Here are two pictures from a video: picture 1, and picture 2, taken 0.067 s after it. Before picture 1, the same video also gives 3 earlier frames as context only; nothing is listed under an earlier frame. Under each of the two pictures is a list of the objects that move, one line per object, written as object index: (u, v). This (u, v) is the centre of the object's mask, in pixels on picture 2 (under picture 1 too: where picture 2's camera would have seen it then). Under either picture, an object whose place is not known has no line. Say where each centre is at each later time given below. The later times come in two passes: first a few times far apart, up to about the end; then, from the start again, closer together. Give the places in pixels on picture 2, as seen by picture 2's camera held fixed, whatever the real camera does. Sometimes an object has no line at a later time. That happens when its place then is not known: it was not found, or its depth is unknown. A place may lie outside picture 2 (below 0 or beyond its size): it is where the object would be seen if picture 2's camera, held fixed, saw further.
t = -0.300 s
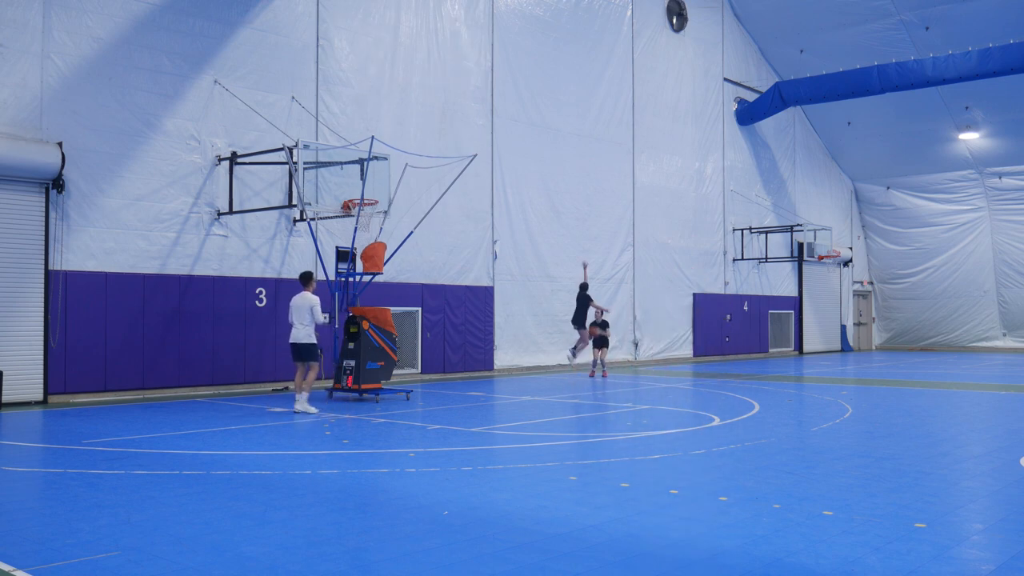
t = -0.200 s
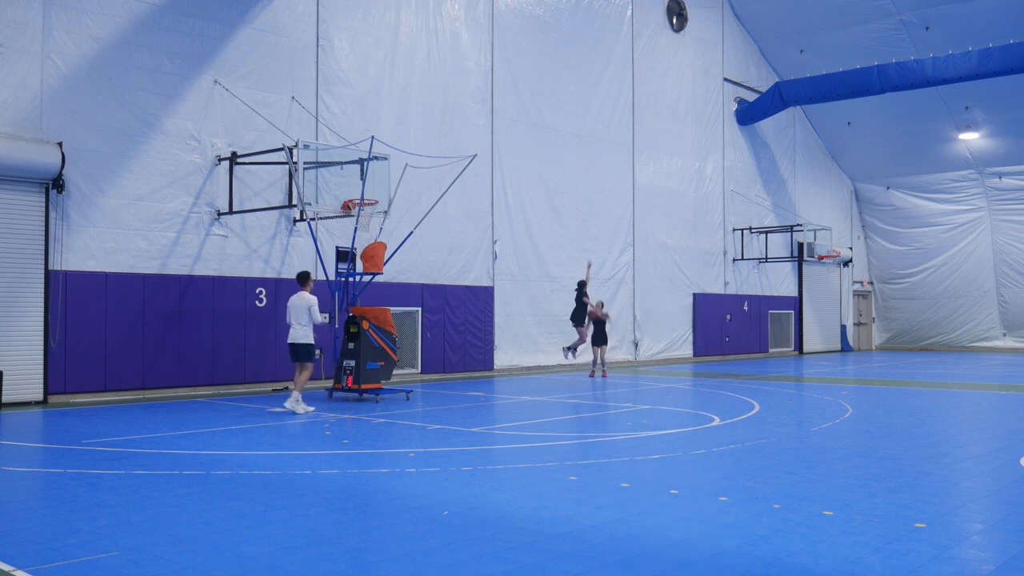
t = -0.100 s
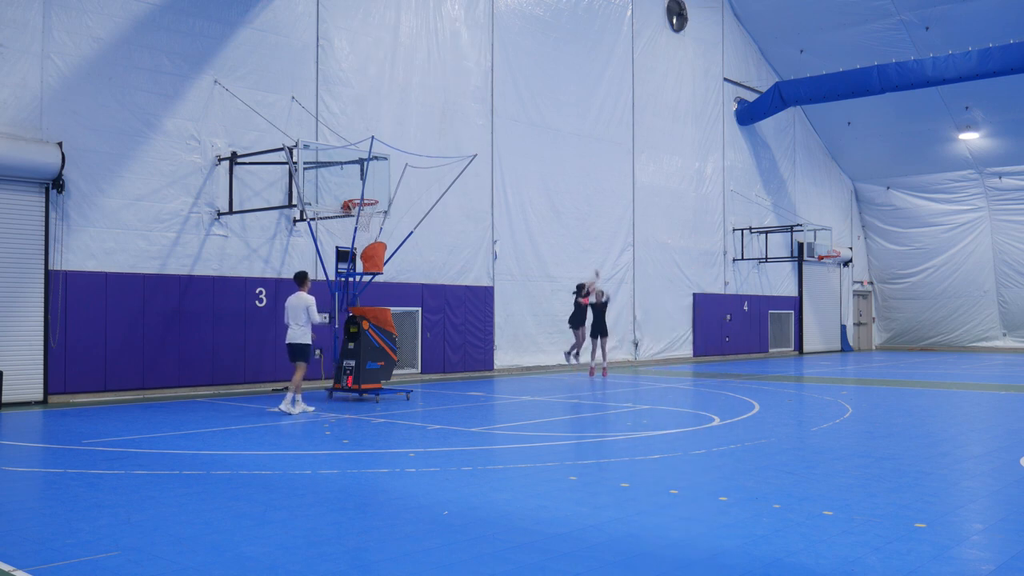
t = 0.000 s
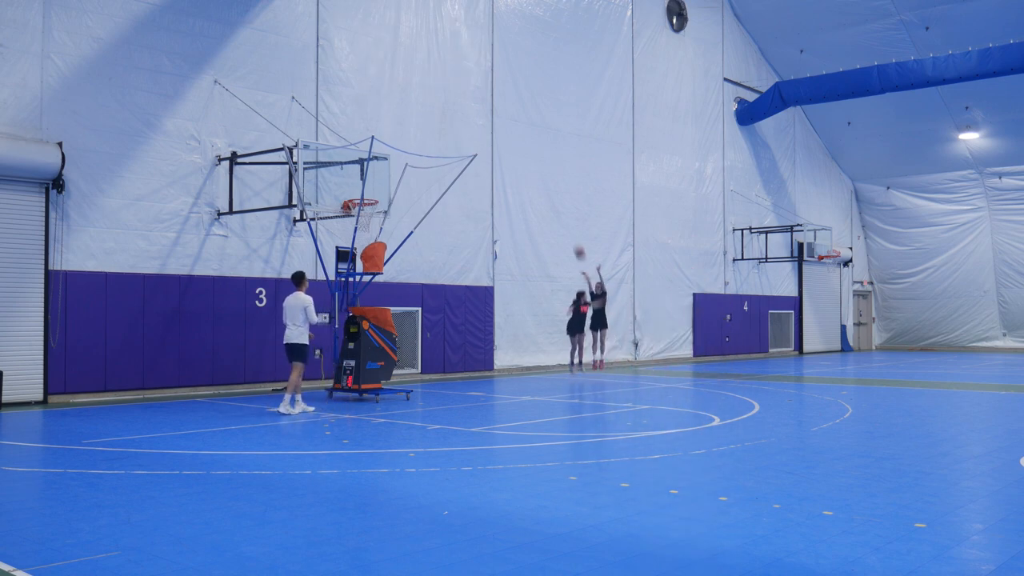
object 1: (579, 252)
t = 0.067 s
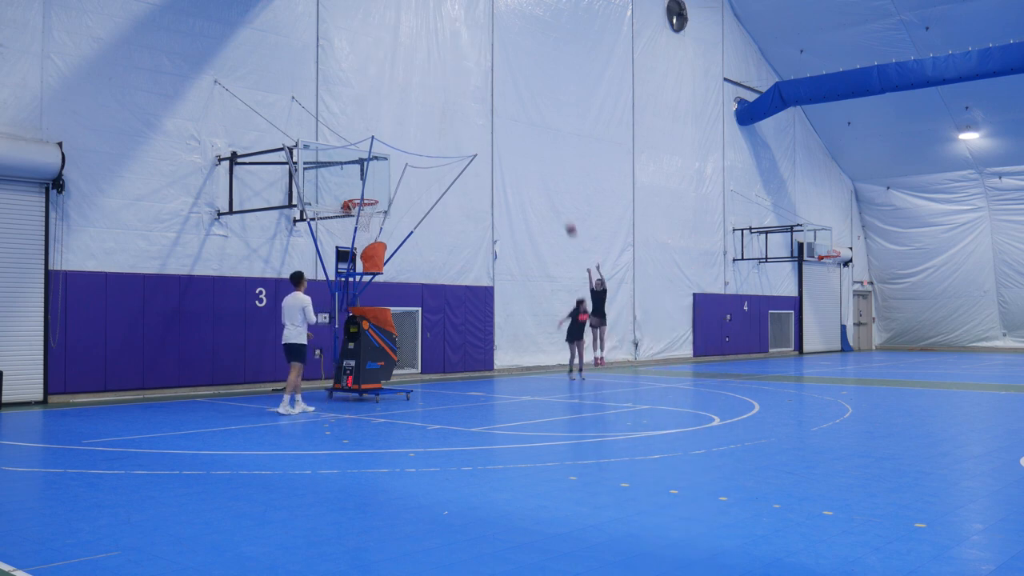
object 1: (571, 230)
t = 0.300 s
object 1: (540, 162)
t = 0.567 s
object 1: (502, 114)
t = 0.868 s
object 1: (455, 100)
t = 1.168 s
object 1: (405, 138)
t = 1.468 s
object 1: (353, 213)
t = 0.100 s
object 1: (566, 218)
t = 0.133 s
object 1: (562, 208)
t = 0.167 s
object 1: (558, 198)
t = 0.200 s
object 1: (553, 188)
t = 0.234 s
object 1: (549, 179)
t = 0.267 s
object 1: (544, 170)
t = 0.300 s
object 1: (540, 162)
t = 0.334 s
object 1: (535, 154)
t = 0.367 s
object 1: (530, 147)
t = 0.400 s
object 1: (526, 140)
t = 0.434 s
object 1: (521, 134)
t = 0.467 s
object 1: (516, 128)
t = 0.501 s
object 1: (511, 123)
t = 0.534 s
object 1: (506, 118)
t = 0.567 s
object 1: (502, 114)
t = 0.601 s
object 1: (496, 110)
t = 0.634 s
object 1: (492, 107)
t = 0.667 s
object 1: (486, 104)
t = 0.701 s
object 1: (481, 102)
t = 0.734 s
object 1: (476, 100)
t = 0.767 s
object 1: (471, 100)
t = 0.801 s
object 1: (466, 99)
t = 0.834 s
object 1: (461, 99)
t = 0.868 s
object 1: (455, 100)
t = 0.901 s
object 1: (450, 102)
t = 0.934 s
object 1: (445, 104)
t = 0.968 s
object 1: (439, 107)
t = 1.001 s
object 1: (434, 110)
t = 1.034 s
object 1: (428, 114)
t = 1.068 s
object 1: (422, 119)
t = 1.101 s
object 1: (417, 125)
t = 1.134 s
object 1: (411, 131)
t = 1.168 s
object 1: (405, 138)
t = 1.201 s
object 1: (399, 144)
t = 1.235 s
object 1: (392, 154)
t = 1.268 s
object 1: (387, 163)
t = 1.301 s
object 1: (380, 173)
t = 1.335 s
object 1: (374, 184)
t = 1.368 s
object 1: (369, 193)
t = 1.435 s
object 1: (356, 211)
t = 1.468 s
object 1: (353, 213)
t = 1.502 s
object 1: (352, 214)
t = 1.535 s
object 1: (350, 215)
